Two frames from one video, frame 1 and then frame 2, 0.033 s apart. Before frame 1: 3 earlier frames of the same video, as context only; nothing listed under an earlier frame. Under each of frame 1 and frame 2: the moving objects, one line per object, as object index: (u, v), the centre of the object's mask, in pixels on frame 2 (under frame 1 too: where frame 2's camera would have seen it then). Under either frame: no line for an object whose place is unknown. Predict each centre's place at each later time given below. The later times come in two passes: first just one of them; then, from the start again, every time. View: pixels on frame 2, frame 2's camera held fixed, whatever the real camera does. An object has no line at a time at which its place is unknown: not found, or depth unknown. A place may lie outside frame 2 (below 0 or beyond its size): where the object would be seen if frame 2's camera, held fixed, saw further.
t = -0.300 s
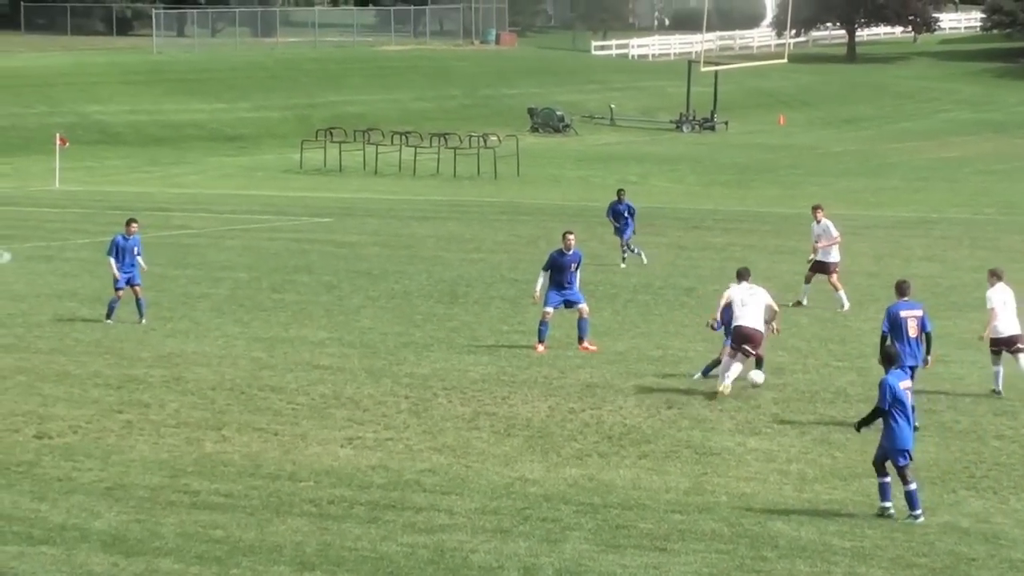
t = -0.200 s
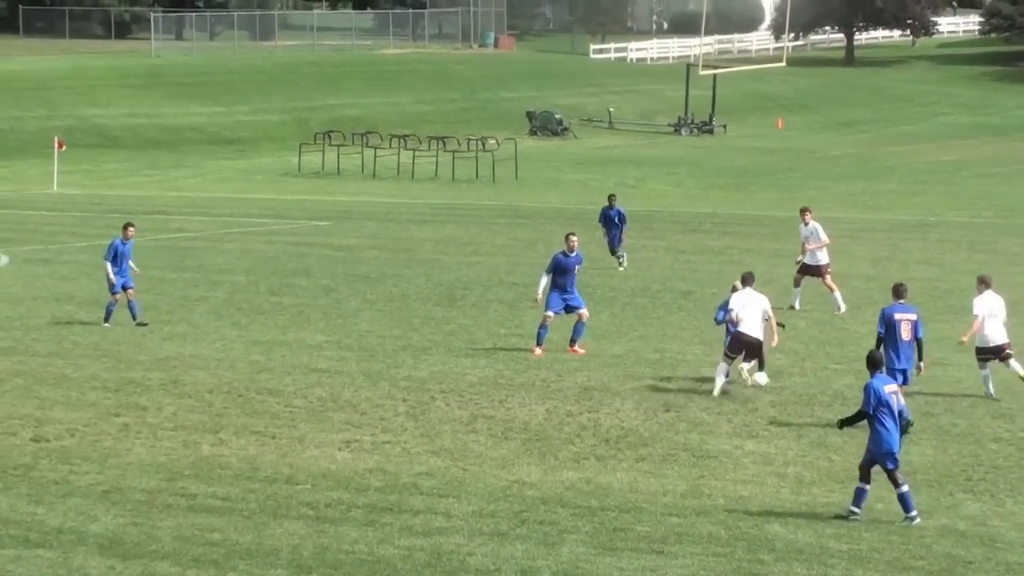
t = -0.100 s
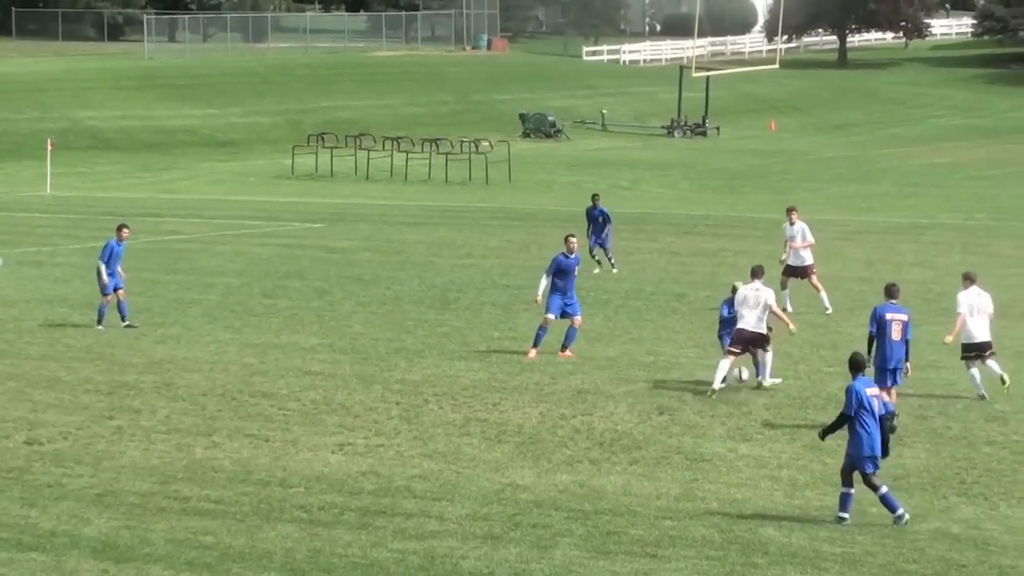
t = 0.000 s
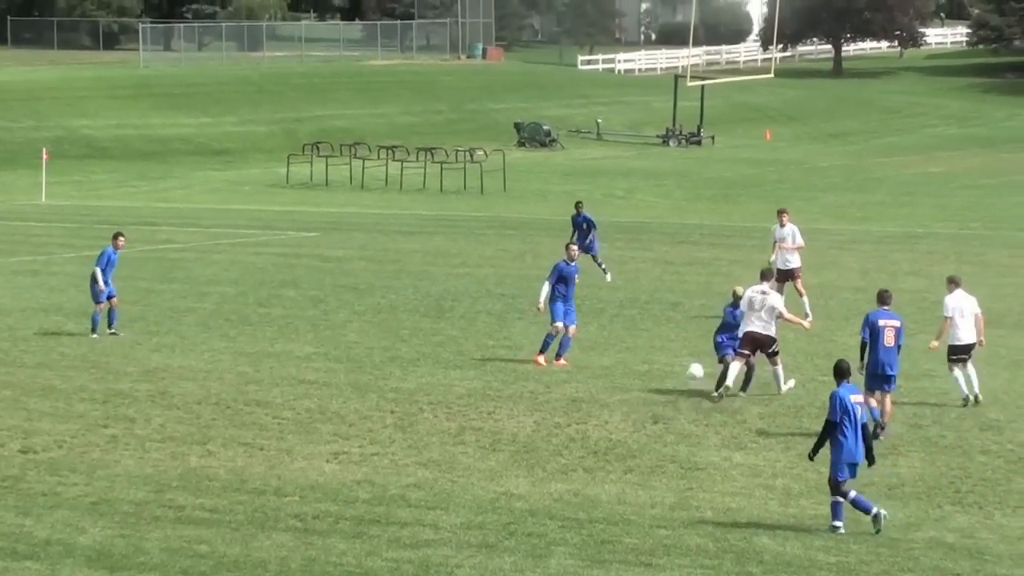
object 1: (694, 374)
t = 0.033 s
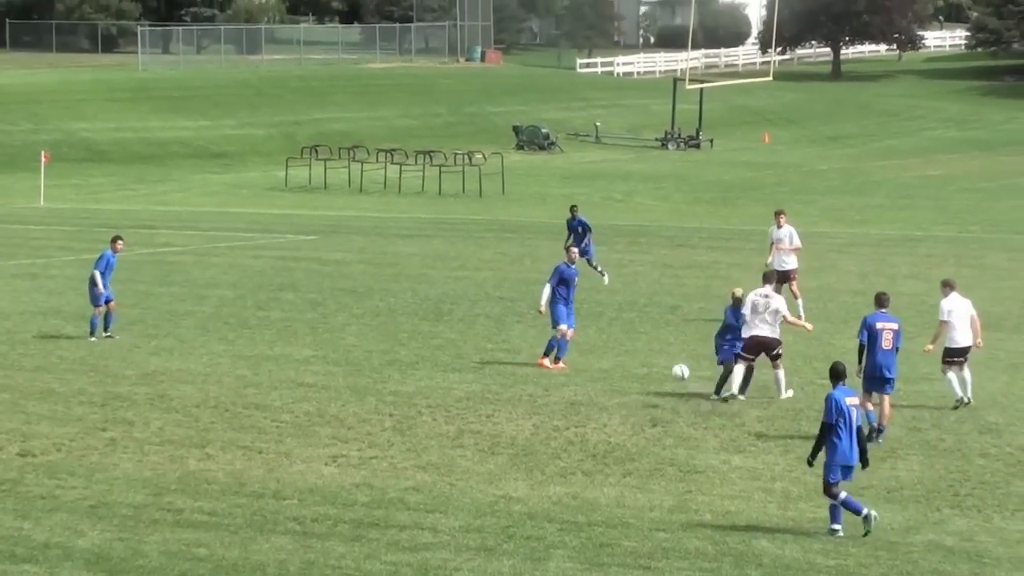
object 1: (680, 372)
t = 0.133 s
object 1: (640, 368)
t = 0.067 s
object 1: (667, 370)
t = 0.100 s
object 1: (653, 369)
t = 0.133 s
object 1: (640, 368)
